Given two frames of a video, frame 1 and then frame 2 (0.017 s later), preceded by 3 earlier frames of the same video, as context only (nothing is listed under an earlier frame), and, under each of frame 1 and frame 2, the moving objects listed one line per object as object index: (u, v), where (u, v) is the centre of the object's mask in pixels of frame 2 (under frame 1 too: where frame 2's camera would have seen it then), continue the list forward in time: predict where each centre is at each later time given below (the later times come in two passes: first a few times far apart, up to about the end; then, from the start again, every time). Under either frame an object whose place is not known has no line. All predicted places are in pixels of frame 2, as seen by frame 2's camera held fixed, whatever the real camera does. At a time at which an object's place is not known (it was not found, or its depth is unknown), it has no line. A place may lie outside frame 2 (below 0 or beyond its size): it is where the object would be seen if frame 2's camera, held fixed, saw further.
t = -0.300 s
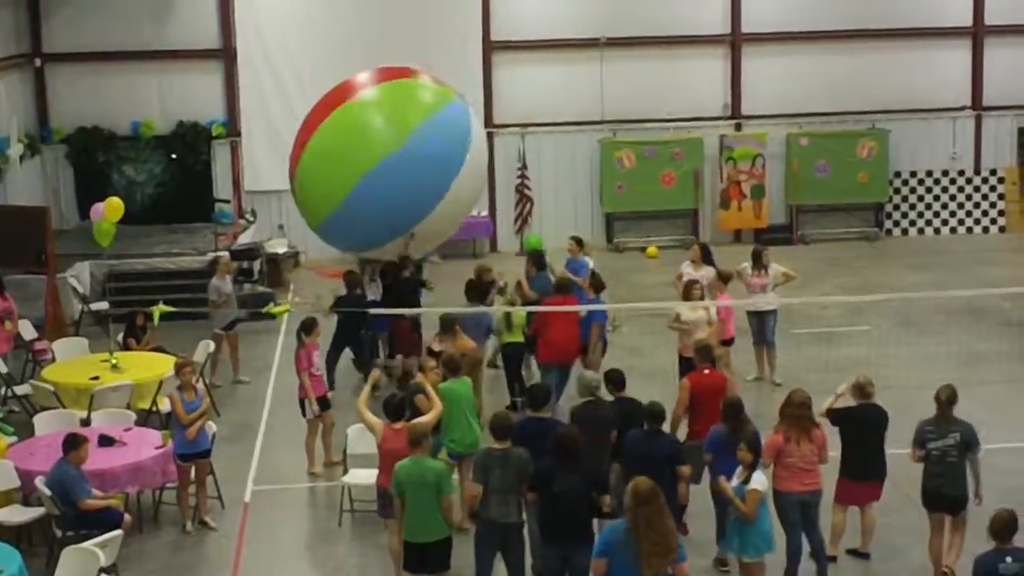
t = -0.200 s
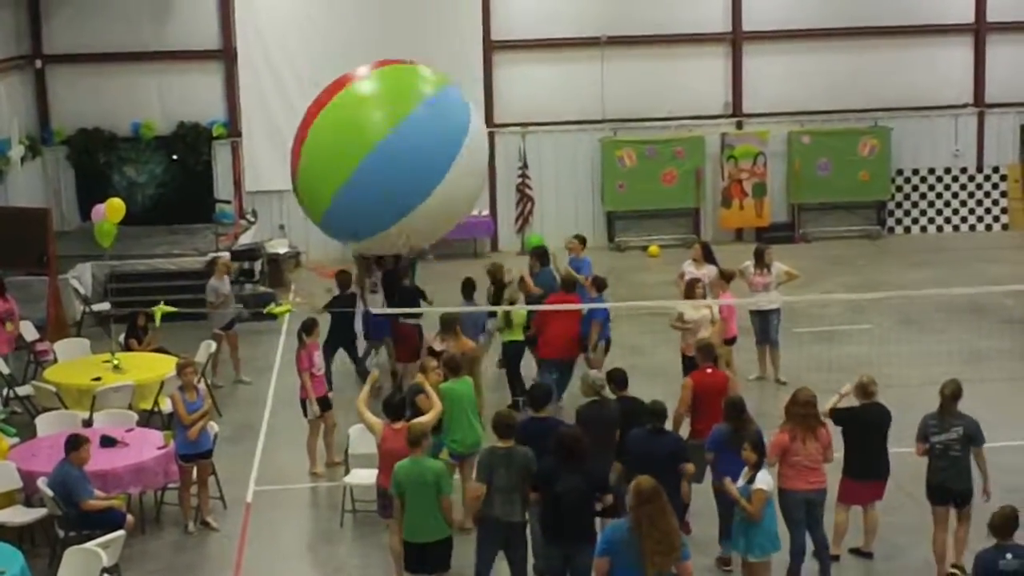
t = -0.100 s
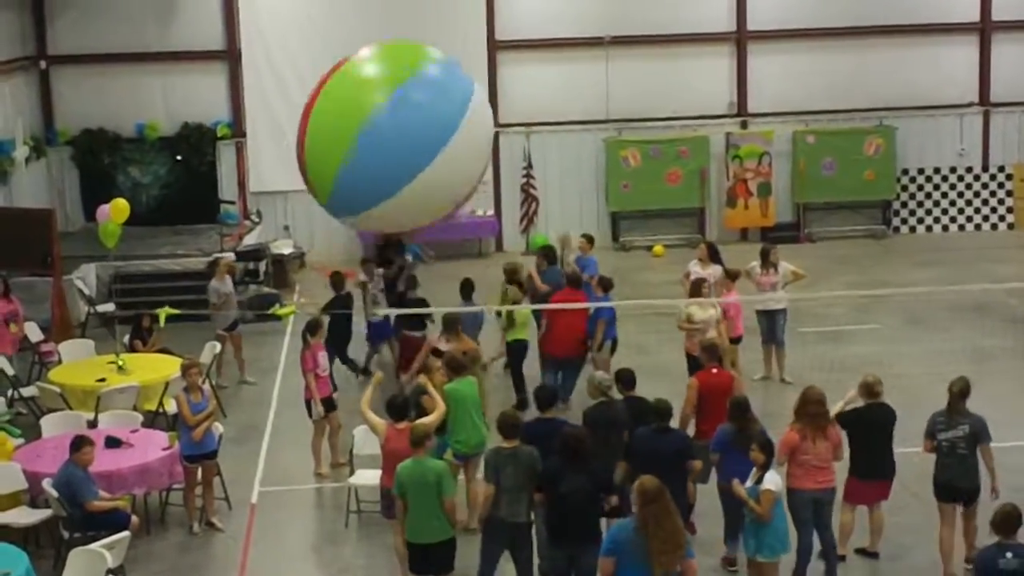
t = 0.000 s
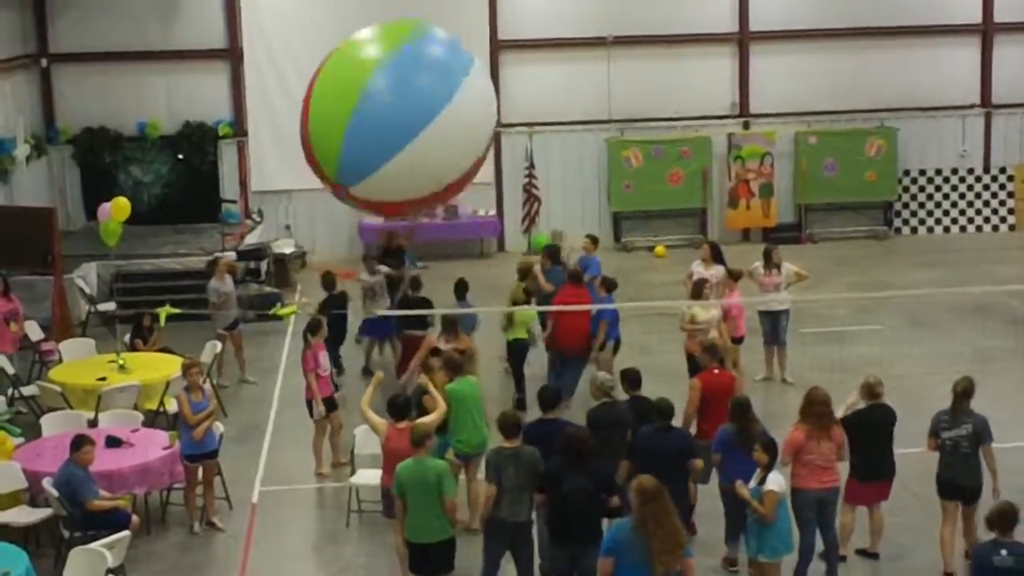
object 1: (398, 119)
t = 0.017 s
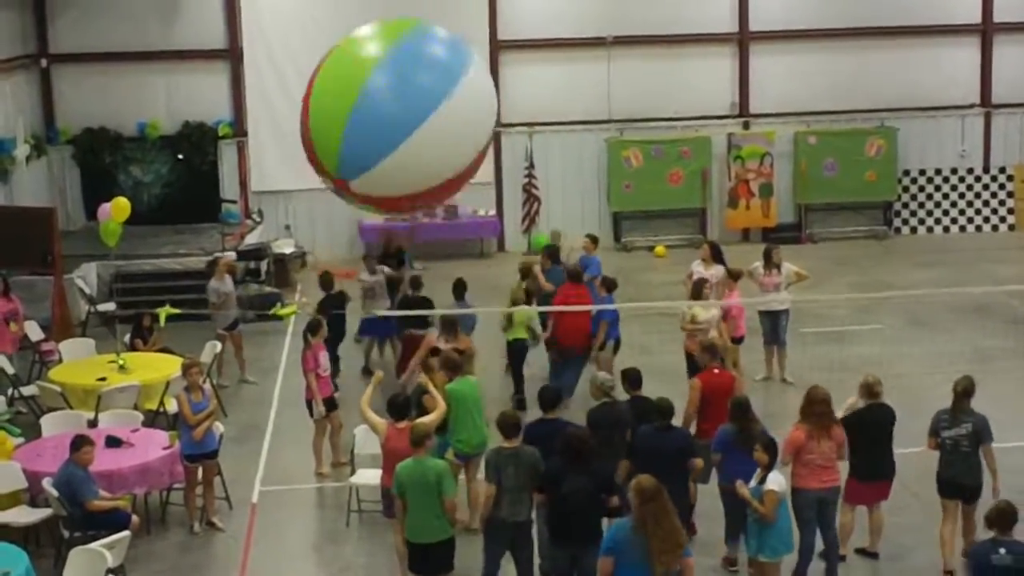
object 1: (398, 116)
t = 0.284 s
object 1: (403, 88)
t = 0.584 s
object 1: (414, 78)
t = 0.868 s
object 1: (423, 86)
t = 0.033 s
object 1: (398, 114)
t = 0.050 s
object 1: (398, 112)
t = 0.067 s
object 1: (398, 109)
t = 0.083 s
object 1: (398, 107)
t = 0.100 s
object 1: (398, 104)
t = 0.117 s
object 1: (399, 102)
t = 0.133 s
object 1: (400, 99)
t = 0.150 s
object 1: (401, 98)
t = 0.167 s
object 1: (401, 97)
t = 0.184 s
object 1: (401, 95)
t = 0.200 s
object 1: (401, 93)
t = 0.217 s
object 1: (402, 91)
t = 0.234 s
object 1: (402, 90)
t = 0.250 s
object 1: (403, 90)
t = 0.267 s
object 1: (403, 89)
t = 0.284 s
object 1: (403, 88)
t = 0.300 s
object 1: (403, 87)
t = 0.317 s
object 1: (403, 85)
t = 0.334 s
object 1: (404, 85)
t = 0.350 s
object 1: (404, 84)
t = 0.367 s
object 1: (405, 83)
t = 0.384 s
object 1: (405, 82)
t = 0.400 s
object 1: (406, 82)
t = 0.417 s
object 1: (407, 81)
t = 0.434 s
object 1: (407, 81)
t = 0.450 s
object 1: (408, 79)
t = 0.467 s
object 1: (409, 79)
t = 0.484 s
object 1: (410, 79)
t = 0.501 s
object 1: (411, 79)
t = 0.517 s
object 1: (411, 79)
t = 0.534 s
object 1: (412, 79)
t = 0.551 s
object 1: (412, 78)
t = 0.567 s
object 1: (413, 78)
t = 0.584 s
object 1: (414, 78)
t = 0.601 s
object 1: (415, 78)
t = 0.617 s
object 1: (417, 79)
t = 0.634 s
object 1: (418, 80)
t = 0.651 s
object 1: (417, 80)
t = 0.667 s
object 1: (419, 80)
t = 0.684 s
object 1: (420, 80)
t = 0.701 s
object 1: (420, 80)
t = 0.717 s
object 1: (420, 81)
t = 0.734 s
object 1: (420, 82)
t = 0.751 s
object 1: (420, 82)
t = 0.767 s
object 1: (420, 82)
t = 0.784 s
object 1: (421, 82)
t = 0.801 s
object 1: (423, 83)
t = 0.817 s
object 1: (424, 84)
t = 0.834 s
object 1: (424, 84)
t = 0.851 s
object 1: (423, 85)
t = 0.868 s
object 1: (423, 86)
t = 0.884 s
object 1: (424, 87)
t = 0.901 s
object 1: (425, 88)
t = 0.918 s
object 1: (425, 88)
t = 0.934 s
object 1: (425, 89)
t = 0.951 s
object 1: (426, 90)
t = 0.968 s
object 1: (426, 91)
